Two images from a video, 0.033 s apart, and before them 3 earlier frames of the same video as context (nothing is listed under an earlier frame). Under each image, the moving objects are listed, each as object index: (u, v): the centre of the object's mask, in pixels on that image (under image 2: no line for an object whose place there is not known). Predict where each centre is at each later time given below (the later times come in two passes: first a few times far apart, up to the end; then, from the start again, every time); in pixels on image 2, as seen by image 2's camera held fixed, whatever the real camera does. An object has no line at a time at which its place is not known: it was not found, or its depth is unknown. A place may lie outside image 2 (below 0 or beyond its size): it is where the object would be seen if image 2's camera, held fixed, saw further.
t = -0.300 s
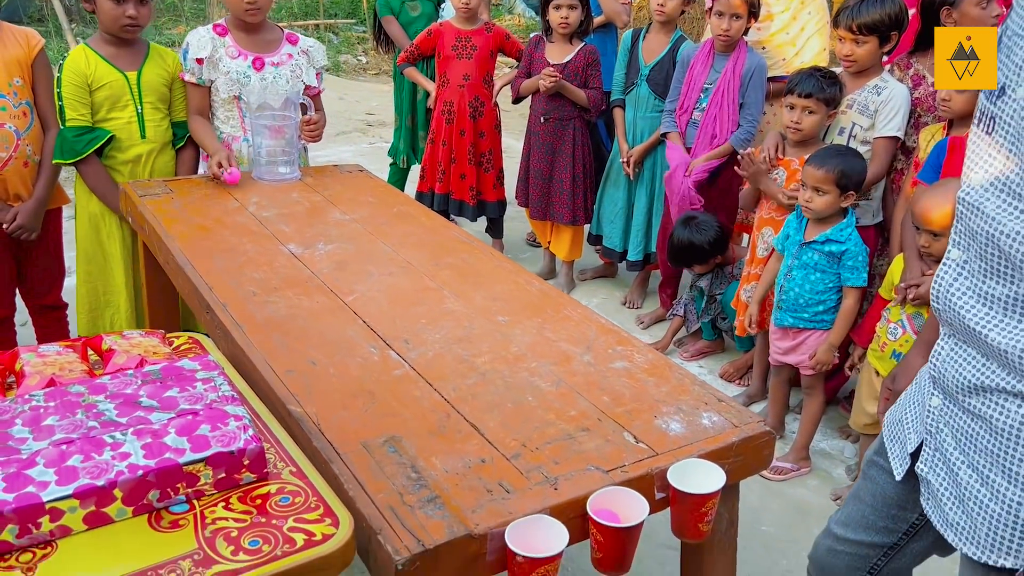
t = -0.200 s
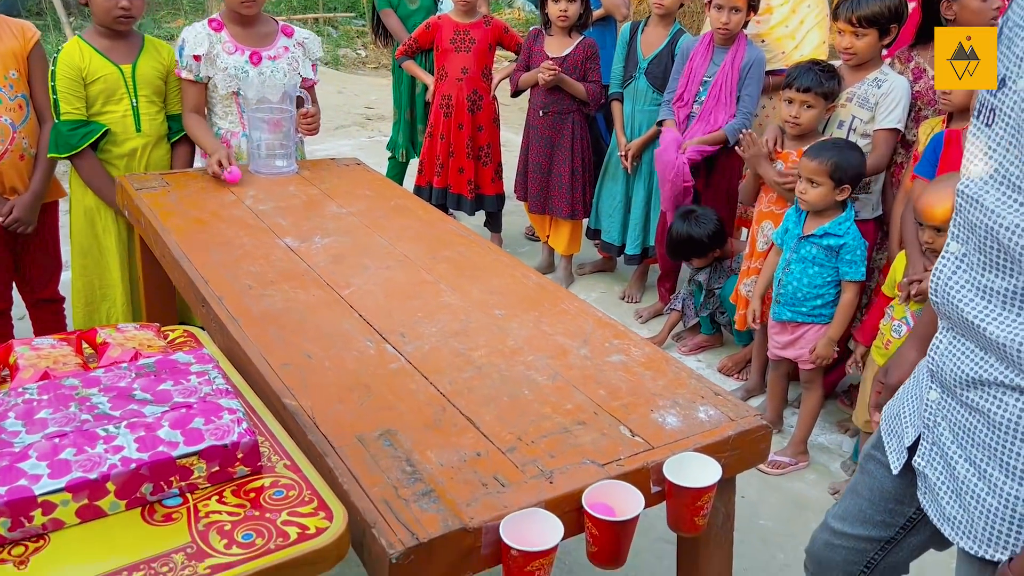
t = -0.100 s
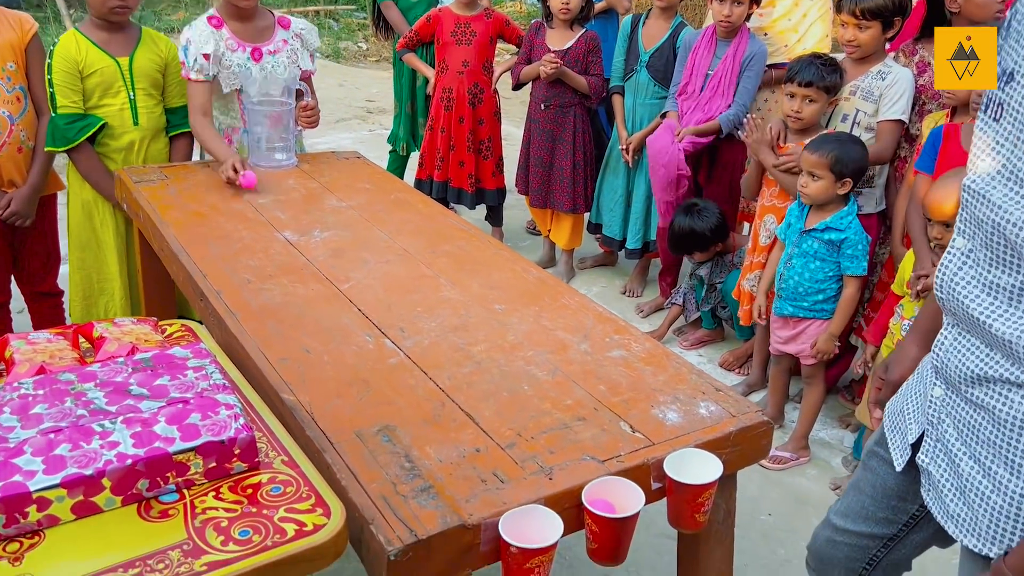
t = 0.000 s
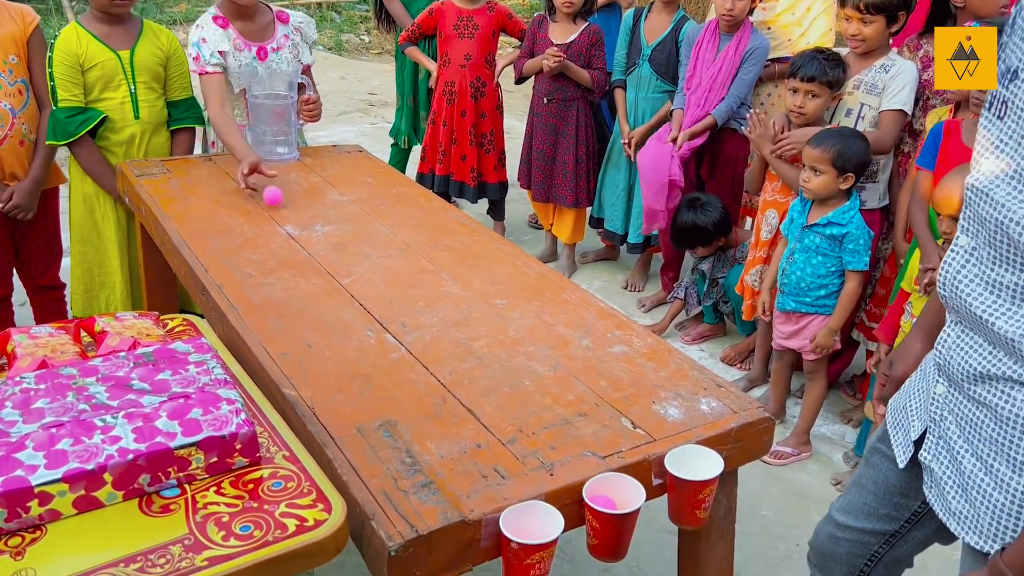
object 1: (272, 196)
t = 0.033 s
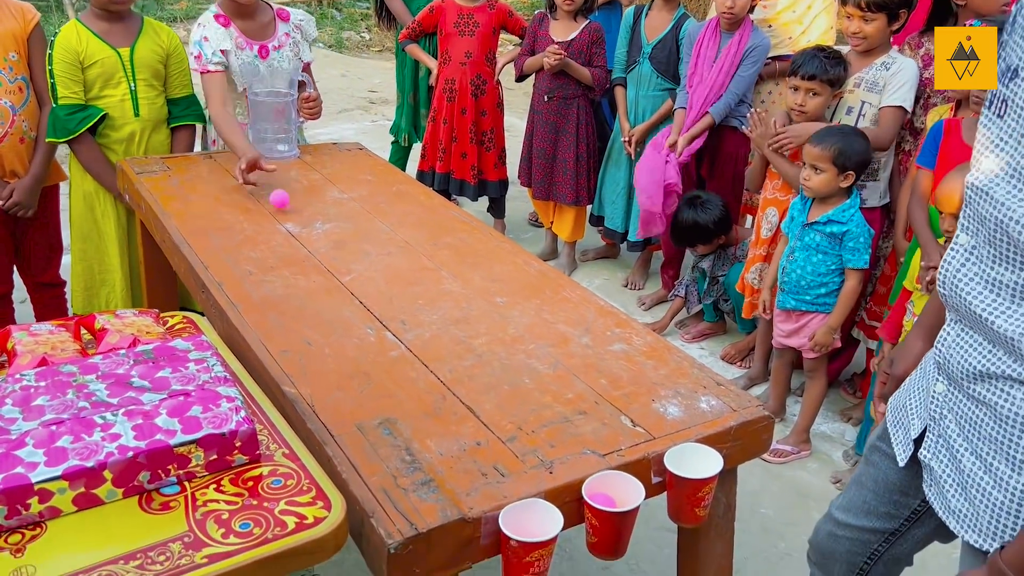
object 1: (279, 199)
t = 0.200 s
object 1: (306, 224)
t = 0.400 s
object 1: (337, 266)
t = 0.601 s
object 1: (370, 307)
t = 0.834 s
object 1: (414, 364)
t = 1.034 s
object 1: (460, 426)
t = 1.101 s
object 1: (478, 449)
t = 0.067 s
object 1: (285, 201)
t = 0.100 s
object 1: (291, 209)
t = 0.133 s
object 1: (298, 221)
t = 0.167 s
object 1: (302, 220)
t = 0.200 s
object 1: (306, 224)
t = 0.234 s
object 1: (312, 235)
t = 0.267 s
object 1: (317, 239)
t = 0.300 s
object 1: (321, 244)
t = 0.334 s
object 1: (326, 253)
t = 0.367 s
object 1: (331, 257)
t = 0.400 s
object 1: (337, 266)
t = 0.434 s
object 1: (342, 269)
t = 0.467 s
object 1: (348, 278)
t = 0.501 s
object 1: (354, 284)
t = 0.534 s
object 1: (359, 292)
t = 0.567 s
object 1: (365, 299)
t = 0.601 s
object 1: (370, 307)
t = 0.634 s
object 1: (374, 314)
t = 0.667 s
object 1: (380, 322)
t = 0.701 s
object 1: (387, 330)
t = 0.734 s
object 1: (393, 338)
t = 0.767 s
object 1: (399, 346)
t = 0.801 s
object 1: (406, 355)
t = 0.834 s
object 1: (414, 364)
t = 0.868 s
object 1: (420, 374)
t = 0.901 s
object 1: (427, 384)
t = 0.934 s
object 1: (435, 394)
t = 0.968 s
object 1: (443, 404)
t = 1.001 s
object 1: (451, 415)
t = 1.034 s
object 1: (460, 426)
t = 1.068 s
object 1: (469, 437)
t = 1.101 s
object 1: (478, 449)
